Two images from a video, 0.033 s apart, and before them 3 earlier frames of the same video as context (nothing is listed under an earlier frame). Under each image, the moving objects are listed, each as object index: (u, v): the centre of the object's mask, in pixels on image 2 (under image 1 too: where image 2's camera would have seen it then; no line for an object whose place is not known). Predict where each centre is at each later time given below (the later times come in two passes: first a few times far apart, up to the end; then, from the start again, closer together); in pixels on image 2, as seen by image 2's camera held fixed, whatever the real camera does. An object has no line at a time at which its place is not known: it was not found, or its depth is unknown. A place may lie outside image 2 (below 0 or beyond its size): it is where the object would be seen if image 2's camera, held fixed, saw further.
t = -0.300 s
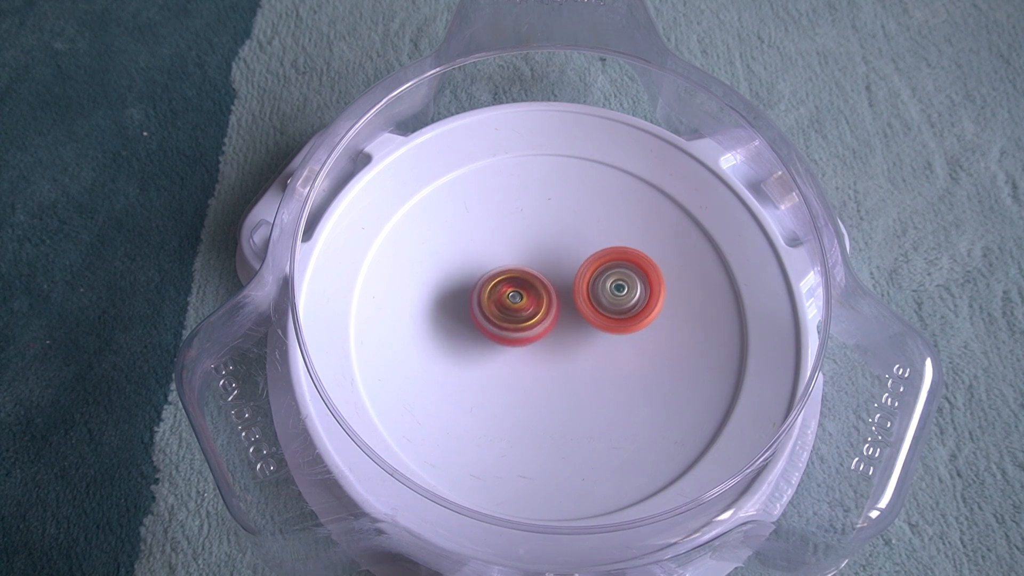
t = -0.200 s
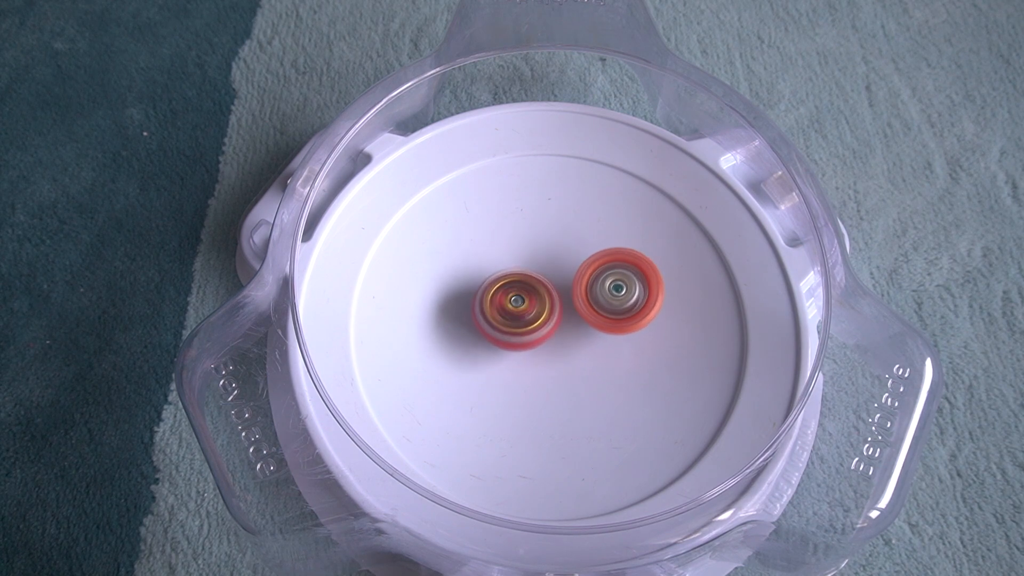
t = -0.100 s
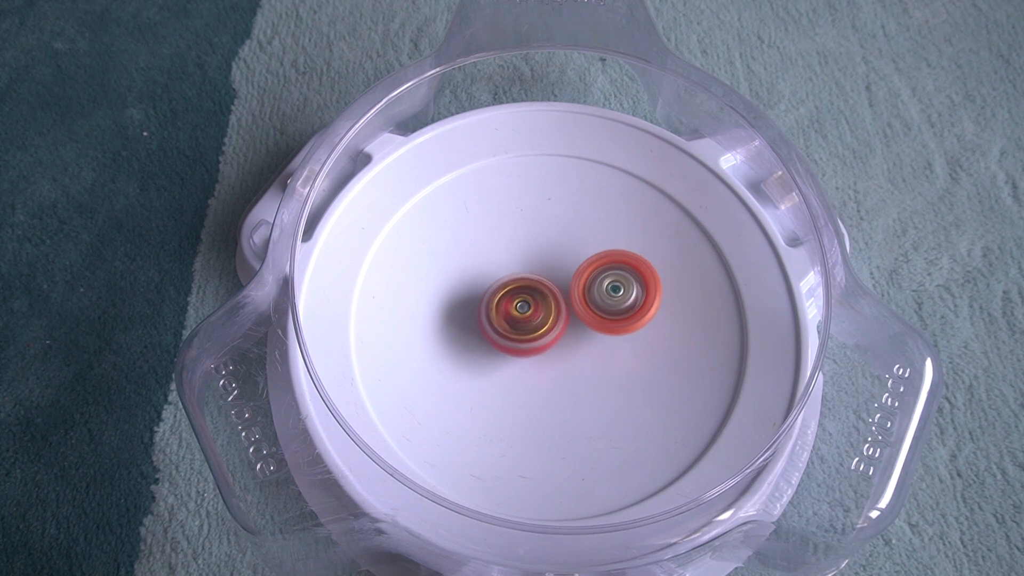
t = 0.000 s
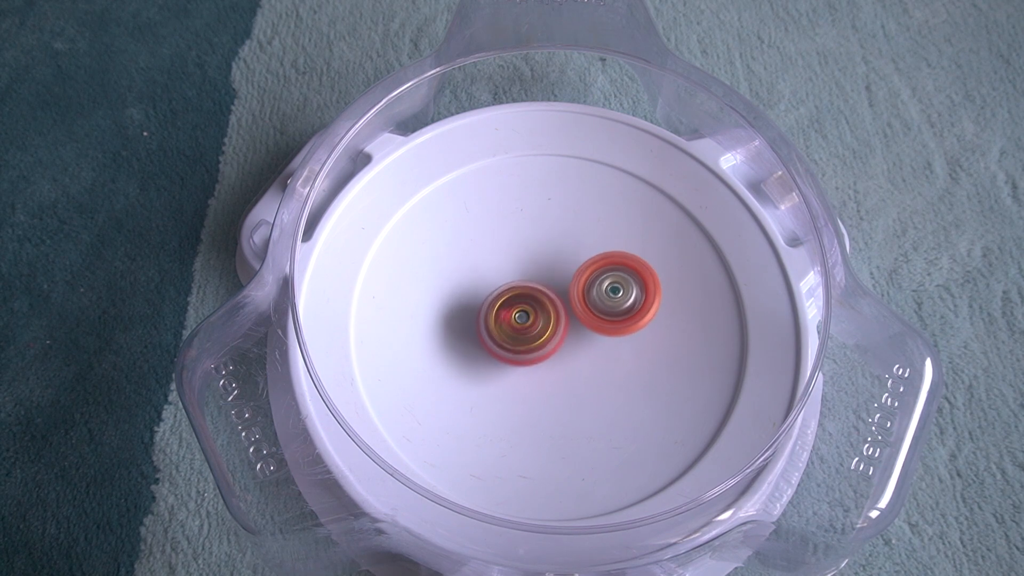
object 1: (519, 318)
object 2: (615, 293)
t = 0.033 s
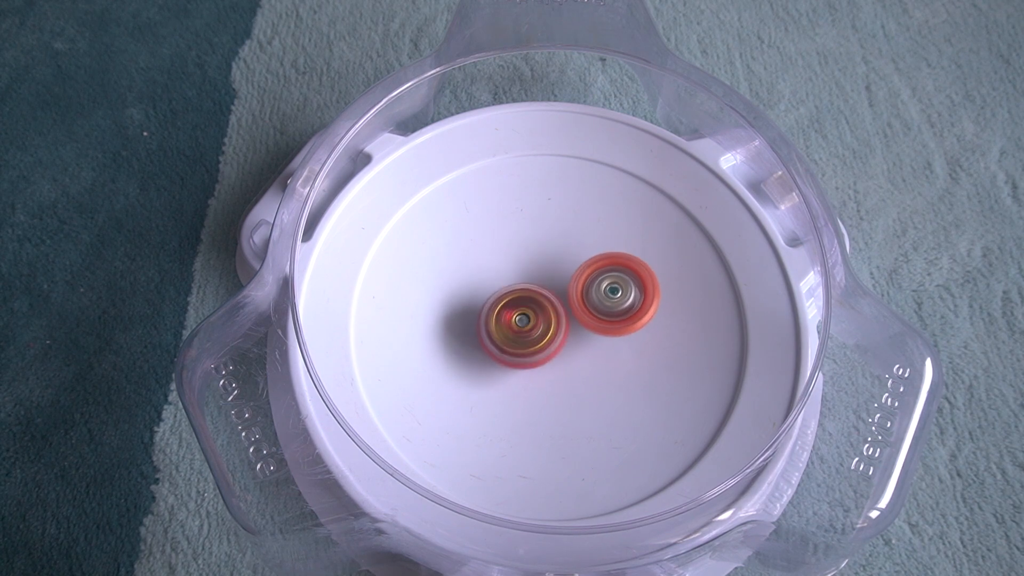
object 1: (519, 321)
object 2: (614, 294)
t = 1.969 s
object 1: (518, 329)
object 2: (579, 263)
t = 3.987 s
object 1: (501, 350)
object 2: (584, 255)
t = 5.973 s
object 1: (544, 365)
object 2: (541, 242)
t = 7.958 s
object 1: (549, 356)
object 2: (525, 269)
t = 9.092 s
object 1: (547, 370)
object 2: (549, 281)
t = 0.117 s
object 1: (521, 327)
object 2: (612, 295)
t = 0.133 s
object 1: (521, 328)
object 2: (612, 295)
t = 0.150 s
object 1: (520, 329)
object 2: (612, 296)
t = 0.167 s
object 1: (520, 330)
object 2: (611, 296)
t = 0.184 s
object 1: (519, 331)
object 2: (610, 296)
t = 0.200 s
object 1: (520, 331)
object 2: (609, 296)
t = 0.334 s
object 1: (512, 337)
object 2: (610, 293)
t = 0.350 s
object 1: (512, 337)
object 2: (609, 294)
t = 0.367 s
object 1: (515, 342)
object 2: (607, 293)
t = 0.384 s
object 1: (513, 337)
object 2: (607, 294)
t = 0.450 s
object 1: (516, 336)
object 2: (601, 294)
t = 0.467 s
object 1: (517, 335)
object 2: (601, 294)
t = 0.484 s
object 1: (518, 335)
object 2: (599, 294)
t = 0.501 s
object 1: (518, 334)
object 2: (599, 294)
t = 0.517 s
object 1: (517, 334)
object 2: (600, 293)
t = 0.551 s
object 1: (512, 335)
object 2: (602, 292)
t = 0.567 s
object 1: (511, 334)
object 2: (601, 292)
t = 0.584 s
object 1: (510, 334)
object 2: (601, 292)
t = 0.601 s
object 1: (510, 334)
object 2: (600, 291)
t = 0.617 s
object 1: (510, 334)
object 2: (599, 291)
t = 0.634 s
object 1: (511, 333)
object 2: (598, 290)
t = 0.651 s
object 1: (511, 333)
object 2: (597, 290)
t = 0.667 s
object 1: (512, 332)
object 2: (597, 290)
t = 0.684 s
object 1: (512, 331)
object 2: (596, 290)
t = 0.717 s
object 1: (513, 330)
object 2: (594, 289)
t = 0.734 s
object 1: (514, 330)
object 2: (594, 289)
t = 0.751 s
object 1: (514, 328)
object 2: (593, 288)
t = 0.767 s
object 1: (514, 328)
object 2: (593, 288)
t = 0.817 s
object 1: (508, 328)
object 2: (599, 281)
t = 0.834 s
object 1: (504, 328)
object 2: (600, 279)
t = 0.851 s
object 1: (503, 328)
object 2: (601, 278)
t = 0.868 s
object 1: (501, 328)
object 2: (601, 277)
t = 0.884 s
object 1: (500, 328)
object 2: (601, 276)
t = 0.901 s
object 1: (500, 328)
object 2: (600, 276)
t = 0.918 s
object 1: (499, 328)
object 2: (600, 275)
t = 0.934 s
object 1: (499, 327)
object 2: (599, 275)
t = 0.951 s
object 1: (499, 327)
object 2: (599, 274)
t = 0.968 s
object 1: (500, 326)
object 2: (599, 274)
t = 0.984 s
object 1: (500, 326)
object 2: (598, 273)
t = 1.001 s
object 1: (501, 325)
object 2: (598, 273)
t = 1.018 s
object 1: (501, 325)
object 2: (597, 272)
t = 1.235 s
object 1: (510, 318)
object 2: (590, 269)
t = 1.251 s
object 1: (510, 318)
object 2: (589, 269)
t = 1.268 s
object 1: (511, 317)
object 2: (588, 269)
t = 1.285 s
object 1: (510, 318)
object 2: (589, 268)
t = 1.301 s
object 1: (508, 319)
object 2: (591, 267)
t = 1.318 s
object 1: (505, 320)
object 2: (592, 267)
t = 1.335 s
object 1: (504, 322)
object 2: (593, 267)
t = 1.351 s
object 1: (503, 323)
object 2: (592, 267)
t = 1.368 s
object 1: (503, 324)
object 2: (591, 267)
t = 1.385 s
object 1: (504, 325)
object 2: (591, 266)
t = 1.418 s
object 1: (505, 325)
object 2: (590, 266)
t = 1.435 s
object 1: (506, 326)
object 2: (589, 266)
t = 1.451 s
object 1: (507, 326)
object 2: (589, 266)
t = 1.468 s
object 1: (508, 326)
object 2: (588, 266)
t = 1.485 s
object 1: (509, 326)
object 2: (587, 266)
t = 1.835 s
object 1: (511, 332)
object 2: (580, 266)
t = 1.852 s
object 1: (515, 336)
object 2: (580, 266)
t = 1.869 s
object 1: (516, 335)
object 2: (579, 266)
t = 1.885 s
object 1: (517, 335)
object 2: (579, 266)
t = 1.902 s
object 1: (517, 329)
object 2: (578, 266)
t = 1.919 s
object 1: (518, 328)
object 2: (577, 266)
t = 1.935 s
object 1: (518, 327)
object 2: (578, 266)
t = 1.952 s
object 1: (518, 328)
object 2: (579, 264)
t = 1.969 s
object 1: (518, 329)
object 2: (579, 263)
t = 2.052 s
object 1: (522, 330)
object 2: (577, 264)
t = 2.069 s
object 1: (523, 329)
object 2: (576, 264)
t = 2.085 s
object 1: (524, 328)
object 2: (576, 264)
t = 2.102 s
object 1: (523, 327)
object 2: (576, 264)
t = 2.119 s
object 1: (521, 328)
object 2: (578, 263)
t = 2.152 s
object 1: (516, 331)
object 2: (582, 261)
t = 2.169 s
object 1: (514, 332)
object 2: (583, 261)
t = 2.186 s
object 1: (513, 332)
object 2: (584, 260)
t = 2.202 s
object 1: (512, 333)
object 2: (583, 261)
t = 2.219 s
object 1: (511, 333)
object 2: (583, 260)
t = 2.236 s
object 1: (510, 333)
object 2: (582, 261)
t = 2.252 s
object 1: (510, 332)
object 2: (582, 261)
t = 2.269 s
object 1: (510, 332)
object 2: (581, 261)
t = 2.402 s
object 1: (515, 327)
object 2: (577, 264)
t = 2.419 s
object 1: (515, 326)
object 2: (577, 264)
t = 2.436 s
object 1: (514, 327)
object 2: (579, 264)
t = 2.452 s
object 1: (511, 329)
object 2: (581, 263)
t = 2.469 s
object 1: (509, 331)
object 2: (582, 263)
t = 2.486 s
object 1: (508, 331)
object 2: (582, 264)
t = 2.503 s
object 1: (507, 333)
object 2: (582, 264)
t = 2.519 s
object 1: (507, 333)
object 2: (582, 265)
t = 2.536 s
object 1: (506, 333)
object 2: (581, 265)
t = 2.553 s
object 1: (506, 334)
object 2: (581, 265)
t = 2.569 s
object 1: (507, 334)
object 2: (581, 265)
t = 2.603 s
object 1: (508, 333)
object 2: (580, 266)
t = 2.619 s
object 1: (508, 333)
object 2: (580, 266)
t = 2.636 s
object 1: (509, 333)
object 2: (580, 267)
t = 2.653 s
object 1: (510, 332)
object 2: (580, 267)
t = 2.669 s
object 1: (510, 332)
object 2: (579, 267)
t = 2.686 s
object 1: (511, 331)
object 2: (579, 268)
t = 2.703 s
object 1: (512, 331)
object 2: (578, 268)
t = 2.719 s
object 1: (513, 330)
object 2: (578, 268)
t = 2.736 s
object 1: (513, 330)
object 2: (578, 269)
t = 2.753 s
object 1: (512, 330)
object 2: (578, 269)
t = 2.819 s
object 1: (506, 337)
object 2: (583, 267)
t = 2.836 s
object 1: (505, 339)
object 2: (583, 267)
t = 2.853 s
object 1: (505, 340)
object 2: (583, 268)
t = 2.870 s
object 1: (505, 340)
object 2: (582, 268)
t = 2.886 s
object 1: (509, 344)
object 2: (581, 269)
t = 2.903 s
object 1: (510, 345)
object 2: (581, 268)
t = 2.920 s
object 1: (508, 341)
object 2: (580, 269)
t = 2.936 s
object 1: (510, 341)
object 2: (579, 269)
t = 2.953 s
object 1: (511, 340)
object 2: (579, 270)
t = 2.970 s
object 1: (512, 340)
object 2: (578, 270)
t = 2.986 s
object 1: (516, 342)
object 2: (578, 270)
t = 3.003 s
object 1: (517, 342)
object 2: (577, 271)
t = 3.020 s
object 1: (515, 337)
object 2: (577, 271)
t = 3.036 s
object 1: (516, 336)
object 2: (576, 271)
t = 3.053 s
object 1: (515, 336)
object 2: (578, 270)
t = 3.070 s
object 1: (514, 339)
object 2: (580, 269)
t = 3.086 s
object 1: (515, 344)
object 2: (582, 268)
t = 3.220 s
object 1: (516, 338)
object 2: (579, 270)
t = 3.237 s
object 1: (520, 341)
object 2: (578, 270)
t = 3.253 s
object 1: (519, 336)
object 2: (578, 270)
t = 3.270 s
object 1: (519, 335)
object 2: (578, 270)
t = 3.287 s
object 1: (520, 334)
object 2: (577, 269)
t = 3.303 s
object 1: (519, 333)
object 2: (577, 269)
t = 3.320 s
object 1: (520, 332)
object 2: (577, 269)
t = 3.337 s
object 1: (518, 332)
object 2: (578, 269)
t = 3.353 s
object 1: (518, 332)
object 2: (578, 269)
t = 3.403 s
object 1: (515, 334)
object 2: (579, 268)
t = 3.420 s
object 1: (515, 334)
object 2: (578, 268)
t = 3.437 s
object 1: (515, 335)
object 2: (578, 268)
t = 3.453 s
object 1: (514, 334)
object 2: (577, 267)
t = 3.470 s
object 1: (515, 334)
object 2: (577, 267)
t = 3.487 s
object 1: (515, 334)
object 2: (577, 267)
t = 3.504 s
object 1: (516, 333)
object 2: (577, 267)
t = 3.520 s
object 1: (516, 333)
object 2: (576, 267)
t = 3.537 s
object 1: (517, 332)
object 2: (576, 267)
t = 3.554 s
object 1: (517, 331)
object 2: (576, 267)
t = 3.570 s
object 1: (517, 330)
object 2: (575, 266)
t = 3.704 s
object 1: (514, 332)
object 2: (575, 263)
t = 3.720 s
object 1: (514, 331)
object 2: (575, 263)
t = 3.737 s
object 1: (515, 331)
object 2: (575, 263)
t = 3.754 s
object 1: (515, 330)
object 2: (574, 263)
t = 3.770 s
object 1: (516, 329)
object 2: (574, 263)
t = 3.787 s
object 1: (515, 330)
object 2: (574, 263)
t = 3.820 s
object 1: (514, 330)
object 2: (575, 262)
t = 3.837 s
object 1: (515, 330)
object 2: (575, 263)
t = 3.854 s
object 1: (515, 330)
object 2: (574, 263)
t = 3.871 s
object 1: (515, 330)
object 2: (574, 264)
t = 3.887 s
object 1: (515, 331)
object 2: (574, 263)
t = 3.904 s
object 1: (511, 335)
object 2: (578, 260)
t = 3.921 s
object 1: (507, 339)
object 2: (580, 257)
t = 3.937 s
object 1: (505, 342)
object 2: (583, 255)
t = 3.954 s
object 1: (503, 345)
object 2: (584, 255)
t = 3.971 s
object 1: (502, 348)
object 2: (584, 255)
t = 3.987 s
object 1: (501, 350)
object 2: (584, 255)
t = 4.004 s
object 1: (500, 352)
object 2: (583, 255)
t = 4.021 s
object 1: (501, 353)
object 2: (583, 255)
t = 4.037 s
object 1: (505, 358)
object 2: (582, 255)
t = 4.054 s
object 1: (506, 359)
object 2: (583, 255)
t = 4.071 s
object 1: (505, 354)
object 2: (582, 256)
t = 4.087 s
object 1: (506, 354)
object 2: (582, 256)
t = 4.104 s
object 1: (511, 358)
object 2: (581, 257)
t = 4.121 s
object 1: (513, 357)
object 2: (580, 257)
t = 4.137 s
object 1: (516, 356)
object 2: (580, 257)
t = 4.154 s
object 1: (519, 355)
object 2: (579, 258)
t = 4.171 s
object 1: (518, 350)
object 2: (579, 258)
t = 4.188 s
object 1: (521, 348)
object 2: (579, 258)
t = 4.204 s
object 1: (526, 350)
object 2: (578, 258)
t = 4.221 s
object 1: (529, 348)
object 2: (577, 259)
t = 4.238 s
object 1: (529, 342)
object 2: (577, 259)
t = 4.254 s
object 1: (532, 340)
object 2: (576, 260)
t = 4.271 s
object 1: (535, 337)
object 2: (575, 261)
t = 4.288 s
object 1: (536, 335)
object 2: (575, 261)
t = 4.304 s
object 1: (538, 334)
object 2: (576, 260)
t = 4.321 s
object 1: (537, 335)
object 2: (577, 259)
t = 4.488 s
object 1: (539, 335)
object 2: (574, 259)
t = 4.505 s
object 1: (539, 335)
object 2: (574, 260)
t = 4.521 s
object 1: (538, 336)
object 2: (574, 258)
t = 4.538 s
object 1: (537, 339)
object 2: (574, 256)
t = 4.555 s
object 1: (537, 341)
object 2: (574, 255)
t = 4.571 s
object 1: (535, 343)
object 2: (573, 254)
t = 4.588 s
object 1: (536, 343)
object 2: (572, 254)
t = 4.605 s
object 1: (535, 345)
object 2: (572, 253)
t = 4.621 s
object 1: (535, 346)
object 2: (572, 254)
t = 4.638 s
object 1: (538, 349)
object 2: (570, 254)
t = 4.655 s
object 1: (535, 346)
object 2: (570, 254)
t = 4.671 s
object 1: (535, 347)
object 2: (569, 254)
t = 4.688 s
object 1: (536, 346)
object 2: (569, 254)
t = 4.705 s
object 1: (536, 346)
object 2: (568, 254)
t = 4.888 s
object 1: (538, 340)
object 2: (560, 256)
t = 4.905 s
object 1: (538, 340)
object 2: (559, 257)
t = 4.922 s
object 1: (539, 339)
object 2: (559, 257)
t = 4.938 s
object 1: (542, 344)
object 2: (559, 256)
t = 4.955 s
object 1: (537, 344)
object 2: (560, 254)
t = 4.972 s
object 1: (536, 347)
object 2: (560, 252)
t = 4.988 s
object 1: (536, 348)
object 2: (561, 251)
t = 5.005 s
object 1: (536, 349)
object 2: (561, 252)
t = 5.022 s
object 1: (539, 355)
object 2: (560, 252)
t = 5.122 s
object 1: (543, 355)
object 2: (556, 254)
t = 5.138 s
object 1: (543, 354)
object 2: (555, 254)
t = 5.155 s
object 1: (544, 354)
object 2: (554, 255)
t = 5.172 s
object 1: (544, 353)
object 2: (554, 255)
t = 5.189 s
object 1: (545, 352)
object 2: (553, 255)
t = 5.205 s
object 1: (545, 351)
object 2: (552, 255)
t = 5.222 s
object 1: (545, 350)
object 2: (552, 255)
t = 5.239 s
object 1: (546, 349)
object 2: (551, 256)
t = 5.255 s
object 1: (546, 348)
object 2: (551, 256)
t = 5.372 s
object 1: (543, 340)
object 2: (547, 256)
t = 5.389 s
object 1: (543, 340)
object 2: (547, 256)
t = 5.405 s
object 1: (543, 340)
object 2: (547, 257)
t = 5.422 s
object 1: (542, 340)
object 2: (546, 257)
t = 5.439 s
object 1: (544, 344)
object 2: (546, 257)
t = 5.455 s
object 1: (541, 339)
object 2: (545, 257)
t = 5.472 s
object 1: (541, 339)
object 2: (545, 257)
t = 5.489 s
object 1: (541, 339)
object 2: (544, 257)
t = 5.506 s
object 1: (543, 345)
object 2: (545, 255)
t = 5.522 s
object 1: (540, 343)
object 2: (544, 254)
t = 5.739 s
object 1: (541, 341)
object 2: (539, 255)
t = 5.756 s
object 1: (540, 340)
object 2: (539, 255)
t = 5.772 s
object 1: (539, 338)
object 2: (538, 255)
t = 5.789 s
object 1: (539, 338)
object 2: (538, 255)
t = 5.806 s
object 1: (538, 338)
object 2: (538, 255)
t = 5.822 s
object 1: (541, 342)
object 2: (538, 254)
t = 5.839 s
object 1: (538, 339)
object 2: (539, 254)
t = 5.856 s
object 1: (539, 340)
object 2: (539, 254)
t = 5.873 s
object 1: (539, 340)
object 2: (539, 255)
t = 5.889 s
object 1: (542, 349)
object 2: (539, 251)
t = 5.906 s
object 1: (543, 354)
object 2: (539, 248)
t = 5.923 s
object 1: (545, 359)
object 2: (539, 244)
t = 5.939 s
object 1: (545, 364)
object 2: (540, 242)
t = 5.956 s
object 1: (546, 367)
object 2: (540, 242)
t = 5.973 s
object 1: (544, 365)
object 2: (541, 242)
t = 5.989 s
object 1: (547, 371)
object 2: (541, 243)
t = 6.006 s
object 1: (546, 368)
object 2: (540, 243)
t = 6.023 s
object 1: (546, 368)
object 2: (540, 244)
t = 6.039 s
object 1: (547, 368)
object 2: (539, 244)
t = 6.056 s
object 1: (548, 367)
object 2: (539, 244)
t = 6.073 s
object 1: (549, 366)
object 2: (539, 245)
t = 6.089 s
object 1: (548, 365)
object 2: (539, 246)
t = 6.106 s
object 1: (548, 364)
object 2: (539, 246)
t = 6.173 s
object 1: (546, 360)
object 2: (538, 248)
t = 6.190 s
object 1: (545, 359)
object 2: (538, 248)
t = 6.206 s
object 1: (545, 358)
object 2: (538, 249)
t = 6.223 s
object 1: (544, 357)
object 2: (537, 249)
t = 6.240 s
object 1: (542, 355)
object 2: (537, 250)
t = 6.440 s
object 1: (533, 346)
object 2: (533, 258)
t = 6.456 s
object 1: (533, 345)
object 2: (533, 259)
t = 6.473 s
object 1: (533, 344)
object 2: (533, 260)
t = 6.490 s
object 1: (532, 344)
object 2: (532, 260)
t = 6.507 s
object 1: (532, 345)
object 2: (533, 259)
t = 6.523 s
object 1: (532, 346)
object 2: (533, 258)
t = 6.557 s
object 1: (532, 348)
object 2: (533, 258)
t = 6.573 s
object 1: (533, 348)
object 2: (533, 259)
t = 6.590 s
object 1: (534, 348)
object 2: (533, 259)
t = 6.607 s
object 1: (537, 351)
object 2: (533, 260)
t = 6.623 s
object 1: (536, 351)
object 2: (532, 261)
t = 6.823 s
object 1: (539, 354)
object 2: (527, 263)
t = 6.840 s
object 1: (539, 355)
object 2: (527, 264)
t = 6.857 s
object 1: (540, 355)
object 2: (527, 264)
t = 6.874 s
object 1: (541, 354)
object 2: (526, 264)
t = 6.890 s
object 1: (541, 354)
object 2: (525, 265)
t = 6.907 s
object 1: (541, 353)
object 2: (525, 265)
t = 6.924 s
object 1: (541, 353)
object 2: (524, 265)
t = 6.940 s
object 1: (542, 352)
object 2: (523, 265)
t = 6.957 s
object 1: (542, 351)
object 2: (524, 265)
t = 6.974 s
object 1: (542, 351)
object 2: (523, 265)
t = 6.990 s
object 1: (542, 350)
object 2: (523, 265)
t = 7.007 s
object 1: (542, 351)
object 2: (523, 264)
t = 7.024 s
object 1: (540, 348)
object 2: (524, 263)
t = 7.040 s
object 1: (543, 353)
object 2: (524, 263)
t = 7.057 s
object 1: (544, 353)
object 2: (525, 264)
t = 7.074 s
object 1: (544, 353)
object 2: (524, 264)
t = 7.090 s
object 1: (544, 353)
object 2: (524, 265)
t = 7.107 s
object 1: (543, 347)
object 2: (524, 265)
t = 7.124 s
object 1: (545, 352)
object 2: (523, 263)
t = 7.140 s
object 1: (542, 351)
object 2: (524, 261)
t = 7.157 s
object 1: (543, 352)
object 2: (524, 259)
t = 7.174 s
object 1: (543, 353)
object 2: (525, 259)
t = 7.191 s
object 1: (543, 354)
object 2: (525, 260)
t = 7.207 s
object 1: (544, 354)
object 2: (525, 260)
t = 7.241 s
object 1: (545, 353)
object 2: (525, 261)
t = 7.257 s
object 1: (547, 357)
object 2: (525, 261)
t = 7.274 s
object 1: (544, 352)
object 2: (525, 261)
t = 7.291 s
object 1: (546, 354)
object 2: (524, 262)
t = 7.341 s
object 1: (542, 348)
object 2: (524, 263)
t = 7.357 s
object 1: (544, 350)
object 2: (524, 263)
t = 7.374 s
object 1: (540, 346)
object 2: (524, 264)
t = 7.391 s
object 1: (542, 349)
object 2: (524, 263)
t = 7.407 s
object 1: (542, 349)
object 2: (525, 262)
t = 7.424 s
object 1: (538, 348)
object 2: (525, 261)
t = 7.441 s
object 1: (541, 352)
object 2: (526, 261)
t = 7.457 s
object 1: (538, 349)
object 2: (527, 262)
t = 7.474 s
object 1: (538, 350)
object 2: (527, 263)
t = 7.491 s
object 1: (539, 349)
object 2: (526, 264)
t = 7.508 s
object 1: (539, 349)
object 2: (526, 265)
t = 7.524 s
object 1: (539, 349)
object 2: (526, 265)
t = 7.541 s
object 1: (540, 349)
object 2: (526, 265)
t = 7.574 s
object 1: (540, 349)
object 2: (526, 265)
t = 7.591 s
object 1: (540, 350)
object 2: (527, 264)
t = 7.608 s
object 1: (540, 355)
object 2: (527, 261)
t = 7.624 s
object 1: (545, 363)
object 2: (527, 258)
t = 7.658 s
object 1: (547, 367)
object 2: (528, 257)
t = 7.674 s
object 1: (548, 369)
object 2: (529, 257)
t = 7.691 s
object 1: (546, 366)
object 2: (530, 259)
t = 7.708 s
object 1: (550, 370)
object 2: (529, 260)
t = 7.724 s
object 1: (551, 370)
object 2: (529, 261)
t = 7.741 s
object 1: (552, 370)
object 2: (528, 262)
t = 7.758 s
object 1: (552, 369)
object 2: (528, 262)
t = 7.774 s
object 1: (552, 368)
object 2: (528, 262)
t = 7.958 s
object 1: (549, 356)
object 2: (525, 269)
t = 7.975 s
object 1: (548, 355)
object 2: (525, 270)
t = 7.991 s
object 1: (548, 354)
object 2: (525, 271)
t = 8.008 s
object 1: (548, 355)
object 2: (525, 271)
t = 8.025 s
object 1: (547, 356)
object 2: (524, 270)
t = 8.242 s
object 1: (547, 356)
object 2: (521, 272)
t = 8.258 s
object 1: (547, 355)
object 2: (521, 273)
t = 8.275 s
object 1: (547, 355)
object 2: (520, 273)
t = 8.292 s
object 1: (544, 351)
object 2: (521, 273)
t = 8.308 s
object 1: (545, 351)
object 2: (521, 272)
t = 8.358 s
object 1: (546, 353)
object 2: (522, 271)
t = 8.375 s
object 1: (545, 354)
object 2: (522, 270)
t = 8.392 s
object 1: (548, 359)
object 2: (523, 270)
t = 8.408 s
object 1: (548, 358)
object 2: (523, 270)
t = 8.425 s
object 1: (548, 358)
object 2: (523, 270)
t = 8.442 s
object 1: (548, 358)
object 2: (523, 270)
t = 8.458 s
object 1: (548, 357)
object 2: (523, 270)
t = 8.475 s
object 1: (547, 352)
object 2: (523, 270)
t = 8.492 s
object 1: (548, 351)
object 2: (523, 269)
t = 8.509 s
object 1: (548, 351)
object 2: (523, 270)
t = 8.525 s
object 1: (547, 350)
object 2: (523, 270)
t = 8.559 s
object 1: (551, 361)
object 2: (522, 265)
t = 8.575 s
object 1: (551, 360)
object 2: (522, 264)
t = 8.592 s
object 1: (551, 360)
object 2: (522, 263)
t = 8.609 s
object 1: (552, 362)
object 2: (523, 263)
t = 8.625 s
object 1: (551, 362)
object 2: (523, 263)
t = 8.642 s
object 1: (552, 361)
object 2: (524, 263)
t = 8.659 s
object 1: (552, 362)
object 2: (524, 264)
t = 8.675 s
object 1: (554, 365)
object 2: (525, 264)
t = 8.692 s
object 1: (552, 360)
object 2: (526, 265)
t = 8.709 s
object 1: (551, 359)
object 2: (526, 266)
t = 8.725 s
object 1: (549, 357)
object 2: (527, 266)
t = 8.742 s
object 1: (548, 356)
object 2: (528, 267)
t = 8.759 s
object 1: (548, 356)
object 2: (528, 268)
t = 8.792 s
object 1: (548, 357)
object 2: (530, 269)
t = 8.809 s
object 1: (544, 352)
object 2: (531, 270)
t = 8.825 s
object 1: (542, 353)
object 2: (532, 270)
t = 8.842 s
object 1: (542, 354)
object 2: (533, 269)
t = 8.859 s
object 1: (542, 354)
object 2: (534, 269)
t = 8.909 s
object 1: (545, 359)
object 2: (537, 271)
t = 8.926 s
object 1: (542, 359)
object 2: (538, 270)
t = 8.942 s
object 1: (545, 365)
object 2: (540, 268)
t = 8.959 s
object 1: (543, 364)
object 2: (541, 269)
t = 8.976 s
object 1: (544, 366)
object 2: (541, 270)
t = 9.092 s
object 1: (547, 370)
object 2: (549, 281)
